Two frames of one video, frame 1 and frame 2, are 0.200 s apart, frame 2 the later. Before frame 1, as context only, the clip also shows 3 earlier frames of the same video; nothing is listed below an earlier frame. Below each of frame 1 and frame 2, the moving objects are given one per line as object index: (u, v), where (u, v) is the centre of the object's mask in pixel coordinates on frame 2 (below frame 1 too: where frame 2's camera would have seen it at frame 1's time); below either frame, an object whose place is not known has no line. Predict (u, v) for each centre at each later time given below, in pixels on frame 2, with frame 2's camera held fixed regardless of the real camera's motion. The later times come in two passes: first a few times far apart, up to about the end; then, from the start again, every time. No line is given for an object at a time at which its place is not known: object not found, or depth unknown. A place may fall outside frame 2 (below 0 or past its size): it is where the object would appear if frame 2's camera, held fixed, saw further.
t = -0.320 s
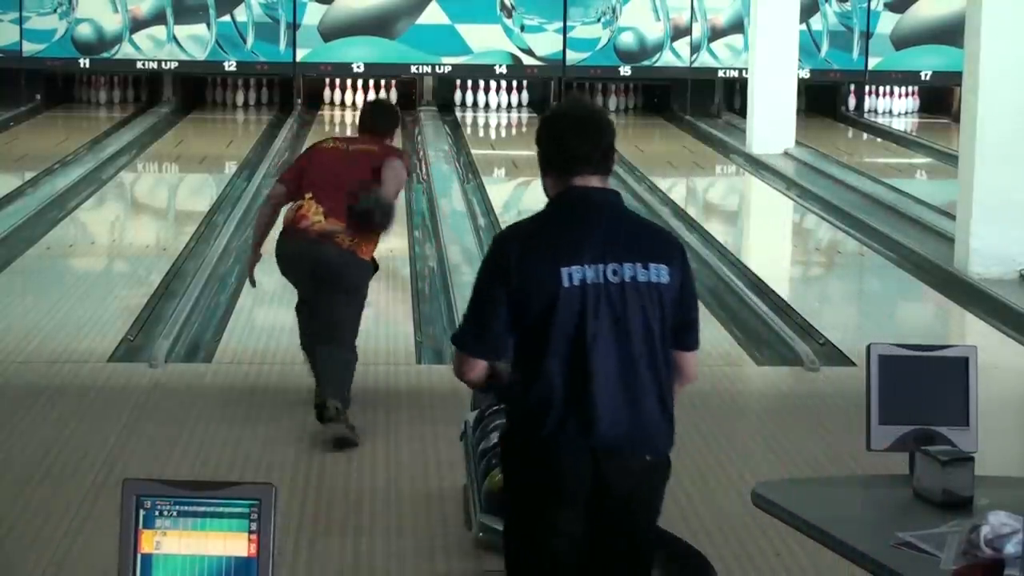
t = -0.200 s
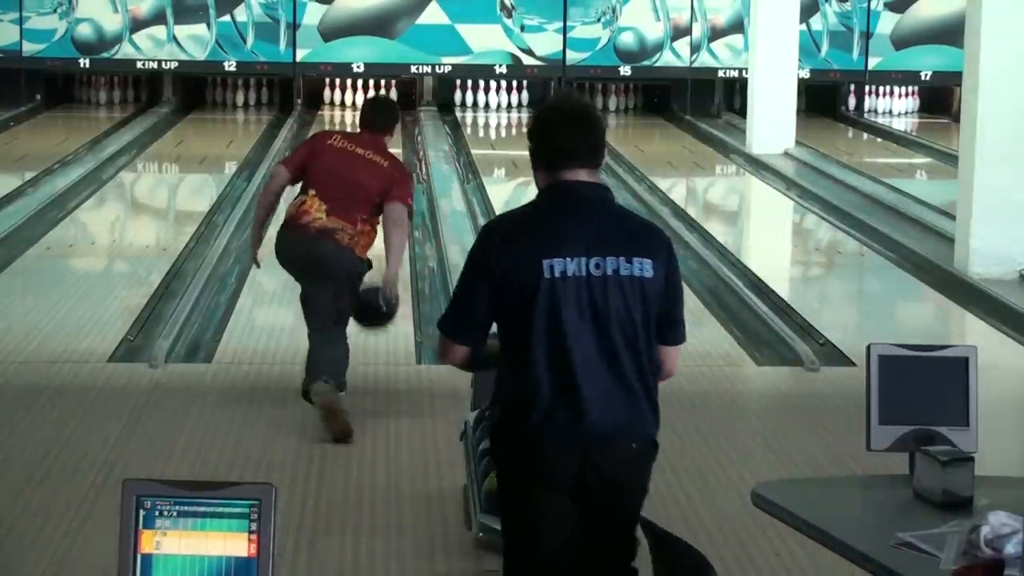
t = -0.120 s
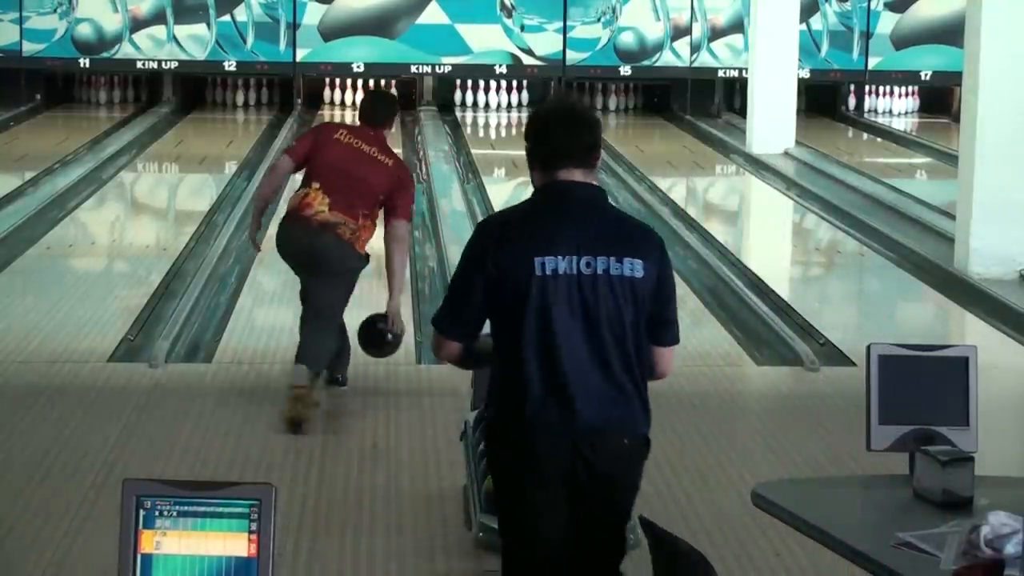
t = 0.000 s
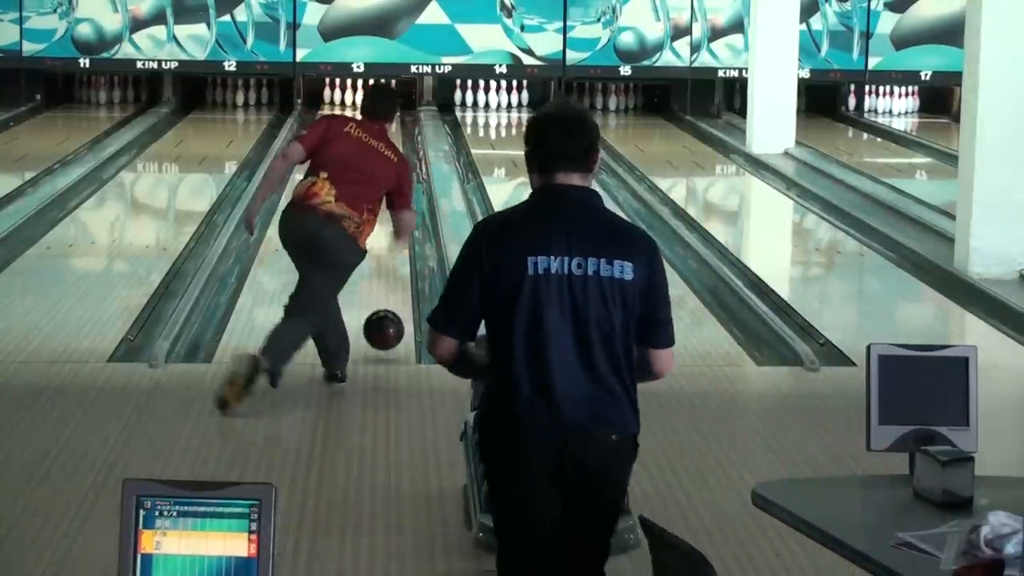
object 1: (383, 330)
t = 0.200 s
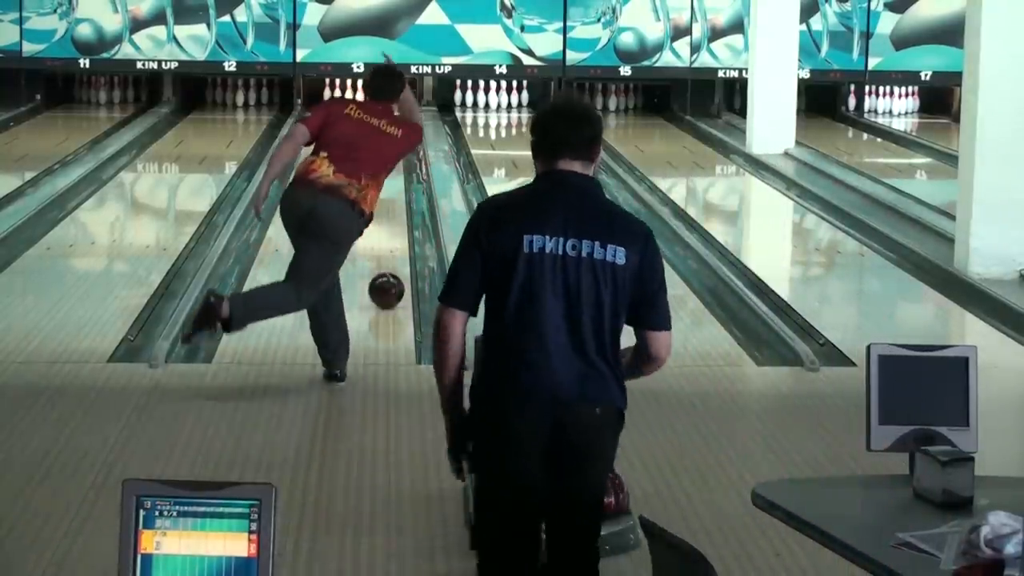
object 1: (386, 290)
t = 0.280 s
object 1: (387, 274)
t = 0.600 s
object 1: (389, 223)
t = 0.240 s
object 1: (387, 283)
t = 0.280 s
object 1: (387, 274)
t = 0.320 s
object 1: (387, 267)
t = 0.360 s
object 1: (388, 260)
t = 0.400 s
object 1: (388, 253)
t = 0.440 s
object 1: (388, 246)
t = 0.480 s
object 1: (389, 240)
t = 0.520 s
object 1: (389, 234)
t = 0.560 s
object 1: (389, 228)
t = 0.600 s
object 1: (389, 223)
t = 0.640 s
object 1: (389, 217)
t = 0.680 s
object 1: (389, 212)
